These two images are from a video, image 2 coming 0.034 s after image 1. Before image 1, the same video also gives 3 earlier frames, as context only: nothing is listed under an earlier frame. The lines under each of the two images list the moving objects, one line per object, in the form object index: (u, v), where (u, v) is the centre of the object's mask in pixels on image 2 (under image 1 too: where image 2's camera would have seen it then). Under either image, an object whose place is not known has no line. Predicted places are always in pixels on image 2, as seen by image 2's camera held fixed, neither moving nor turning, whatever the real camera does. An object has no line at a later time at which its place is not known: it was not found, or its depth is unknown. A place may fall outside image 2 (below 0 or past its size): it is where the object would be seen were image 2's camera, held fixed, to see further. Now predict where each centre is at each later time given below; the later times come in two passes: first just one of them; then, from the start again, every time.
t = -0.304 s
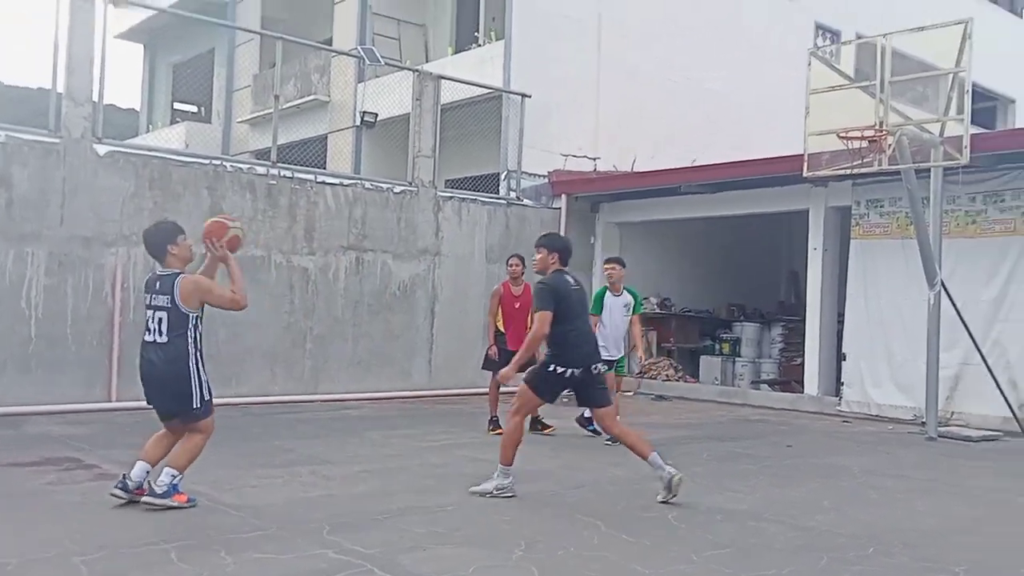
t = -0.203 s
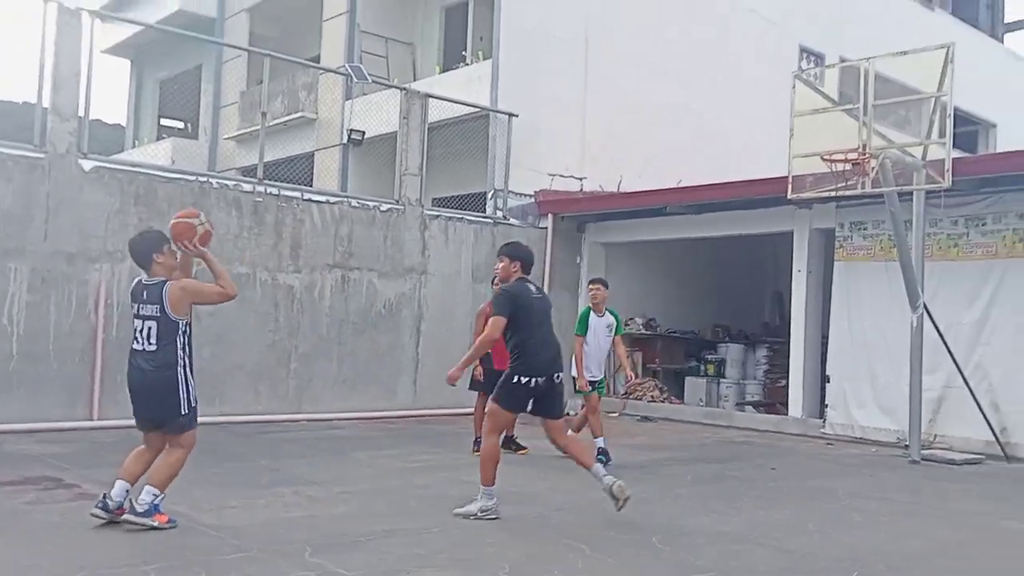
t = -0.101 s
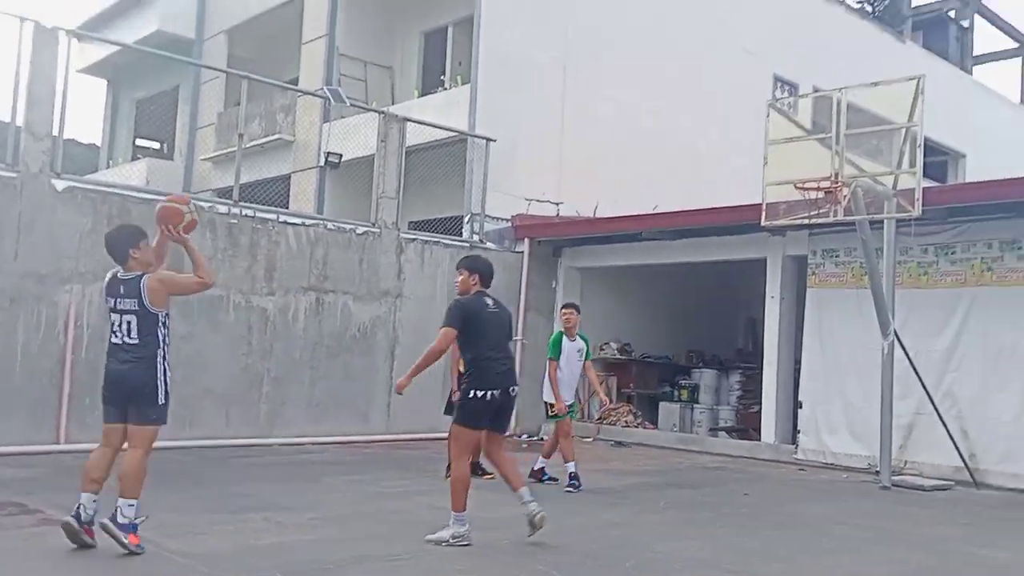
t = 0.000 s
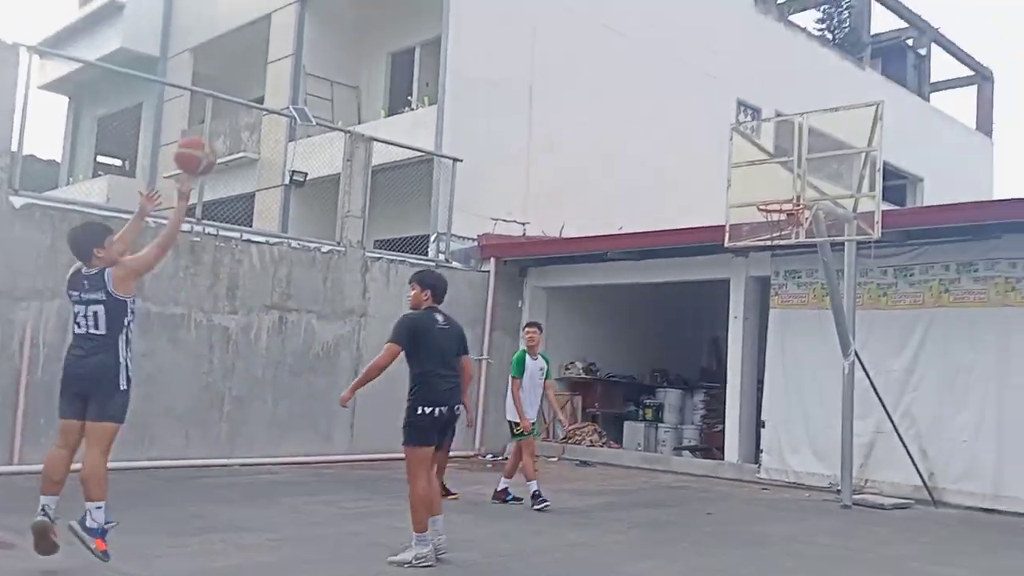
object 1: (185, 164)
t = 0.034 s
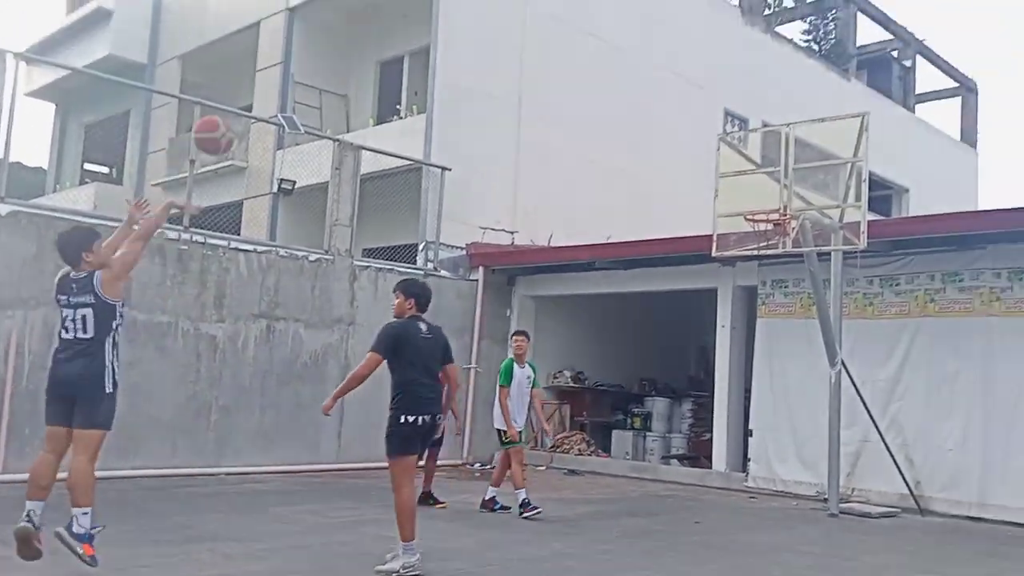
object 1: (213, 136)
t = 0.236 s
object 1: (368, 19)
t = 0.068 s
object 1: (238, 111)
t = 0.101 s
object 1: (267, 88)
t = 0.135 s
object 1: (294, 68)
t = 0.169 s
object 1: (319, 49)
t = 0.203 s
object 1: (345, 33)
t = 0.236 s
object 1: (368, 19)
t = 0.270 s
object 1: (390, 8)
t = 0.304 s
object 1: (412, -2)
